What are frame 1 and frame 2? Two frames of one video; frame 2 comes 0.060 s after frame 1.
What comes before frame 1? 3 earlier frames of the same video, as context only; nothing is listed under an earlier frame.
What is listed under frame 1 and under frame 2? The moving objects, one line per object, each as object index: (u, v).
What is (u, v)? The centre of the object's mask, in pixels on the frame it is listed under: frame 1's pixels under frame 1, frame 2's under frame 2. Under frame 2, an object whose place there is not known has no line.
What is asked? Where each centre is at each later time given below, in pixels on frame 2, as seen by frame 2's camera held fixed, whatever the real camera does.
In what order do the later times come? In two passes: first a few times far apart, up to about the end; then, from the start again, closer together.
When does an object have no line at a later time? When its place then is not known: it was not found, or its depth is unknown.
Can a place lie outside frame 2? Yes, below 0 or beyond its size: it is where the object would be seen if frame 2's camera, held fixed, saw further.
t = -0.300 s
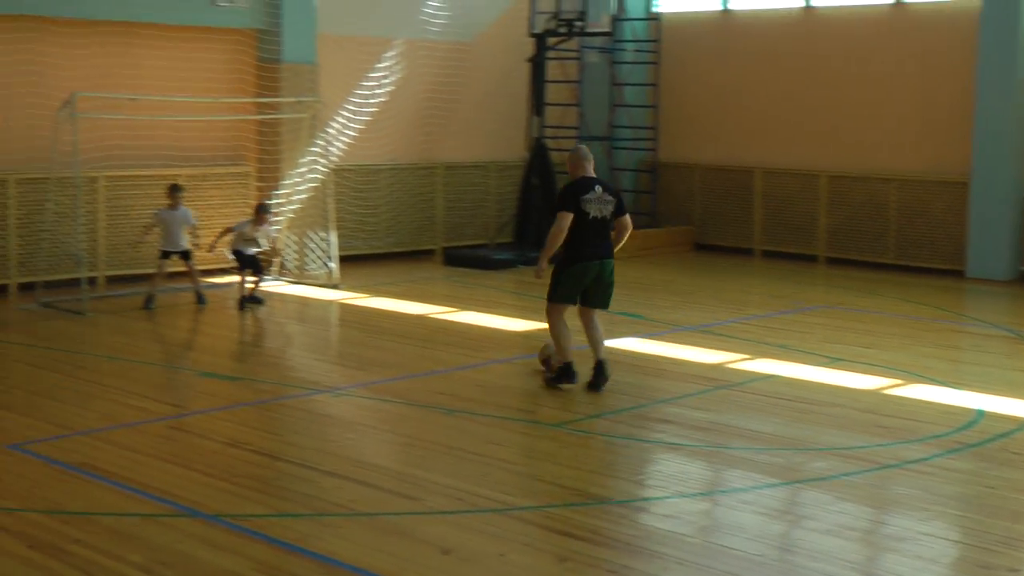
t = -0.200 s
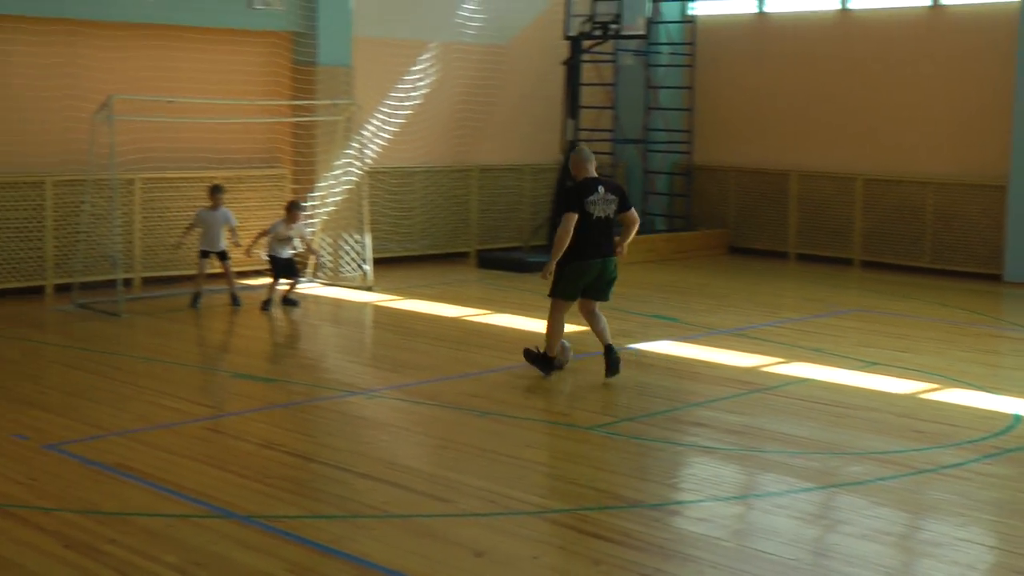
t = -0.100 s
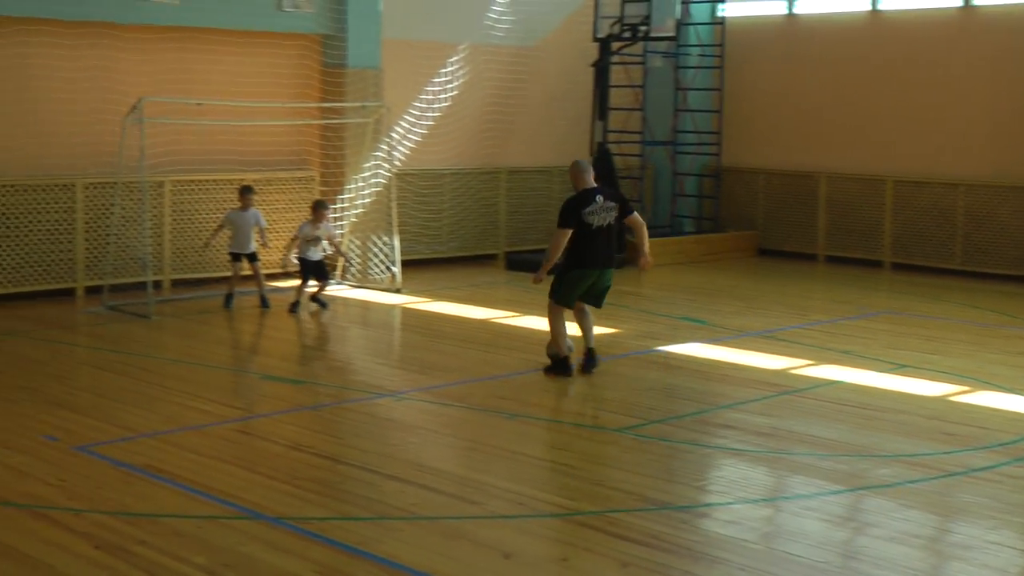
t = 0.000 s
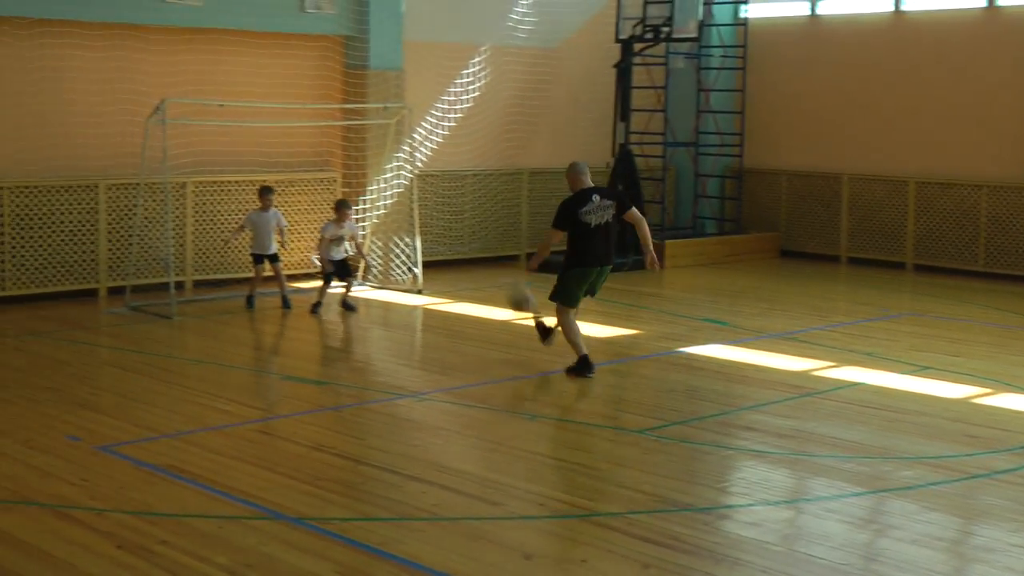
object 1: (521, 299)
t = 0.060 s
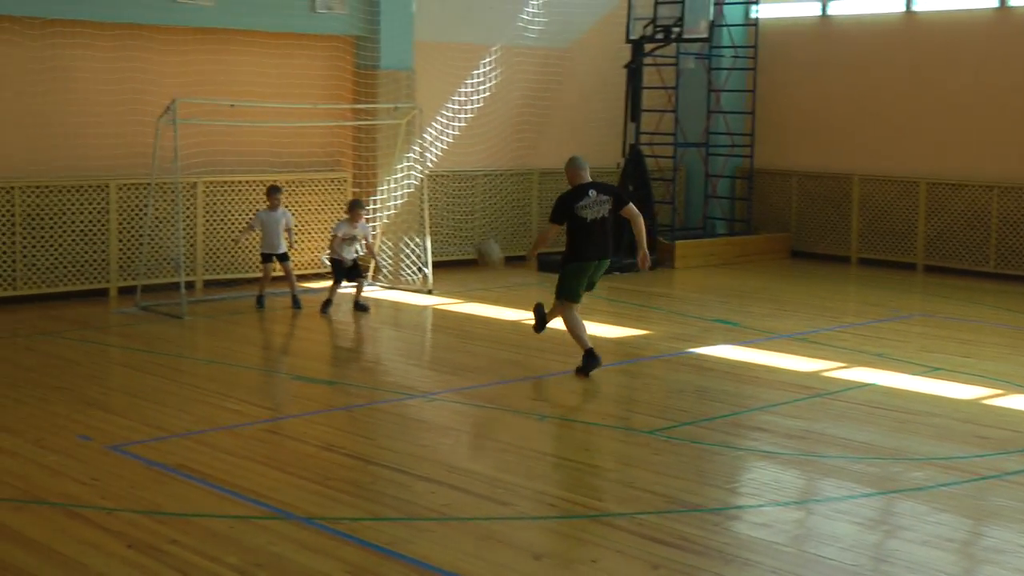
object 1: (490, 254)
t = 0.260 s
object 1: (356, 135)
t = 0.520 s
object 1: (222, 68)
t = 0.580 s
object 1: (196, 63)
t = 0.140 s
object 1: (434, 199)
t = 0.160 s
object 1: (422, 187)
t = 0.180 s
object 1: (407, 173)
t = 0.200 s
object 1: (393, 163)
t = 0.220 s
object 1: (381, 152)
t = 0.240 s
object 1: (368, 143)
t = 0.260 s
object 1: (356, 135)
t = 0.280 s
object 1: (347, 127)
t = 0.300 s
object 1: (334, 118)
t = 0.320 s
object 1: (322, 111)
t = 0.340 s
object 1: (312, 105)
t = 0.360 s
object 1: (301, 98)
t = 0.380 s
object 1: (291, 93)
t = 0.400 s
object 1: (280, 87)
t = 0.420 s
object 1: (270, 83)
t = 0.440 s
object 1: (261, 79)
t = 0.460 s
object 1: (250, 76)
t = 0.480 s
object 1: (241, 73)
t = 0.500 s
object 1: (231, 70)
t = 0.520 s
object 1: (222, 68)
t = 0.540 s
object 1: (213, 66)
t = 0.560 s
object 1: (204, 65)
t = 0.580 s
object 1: (196, 63)
